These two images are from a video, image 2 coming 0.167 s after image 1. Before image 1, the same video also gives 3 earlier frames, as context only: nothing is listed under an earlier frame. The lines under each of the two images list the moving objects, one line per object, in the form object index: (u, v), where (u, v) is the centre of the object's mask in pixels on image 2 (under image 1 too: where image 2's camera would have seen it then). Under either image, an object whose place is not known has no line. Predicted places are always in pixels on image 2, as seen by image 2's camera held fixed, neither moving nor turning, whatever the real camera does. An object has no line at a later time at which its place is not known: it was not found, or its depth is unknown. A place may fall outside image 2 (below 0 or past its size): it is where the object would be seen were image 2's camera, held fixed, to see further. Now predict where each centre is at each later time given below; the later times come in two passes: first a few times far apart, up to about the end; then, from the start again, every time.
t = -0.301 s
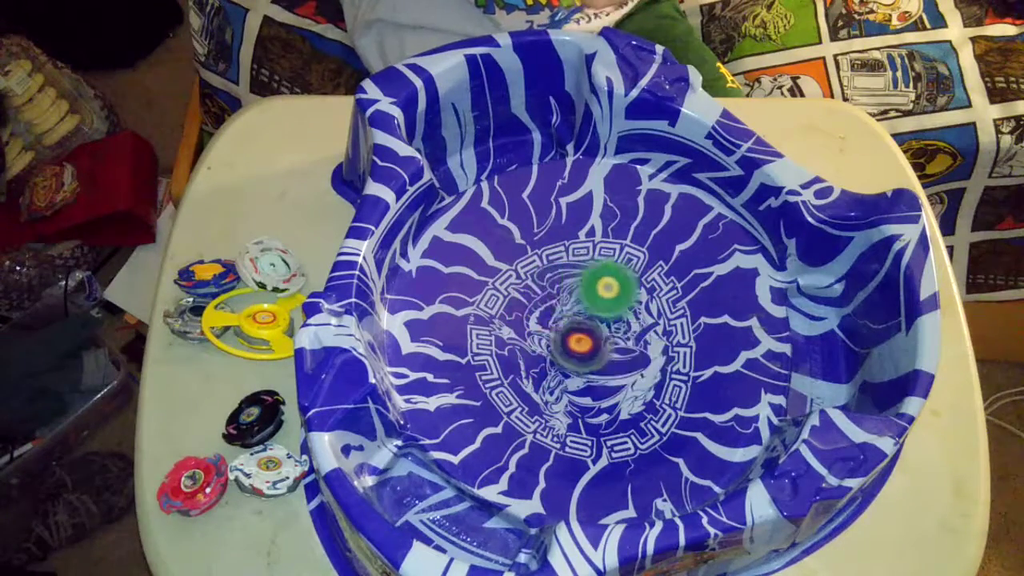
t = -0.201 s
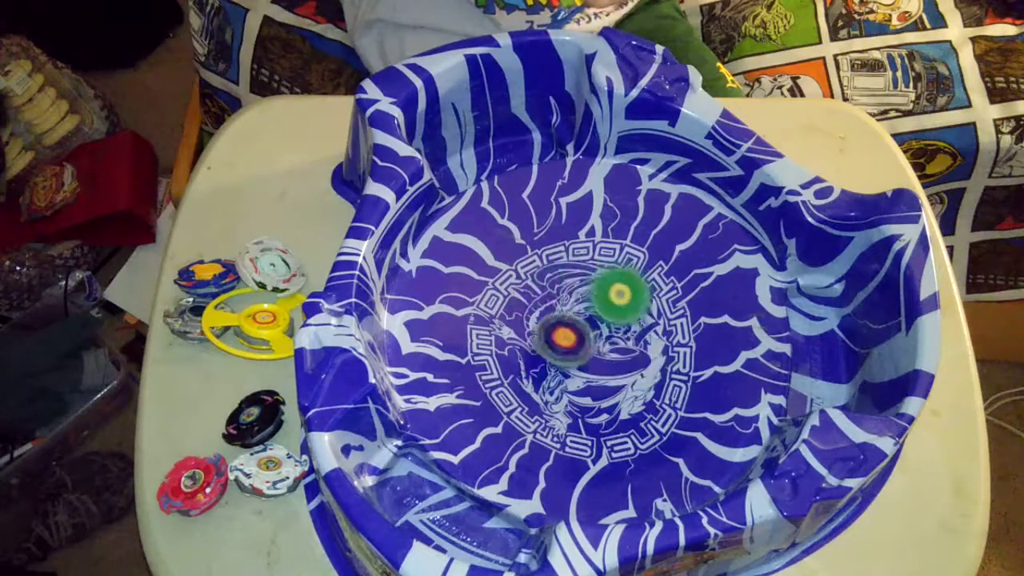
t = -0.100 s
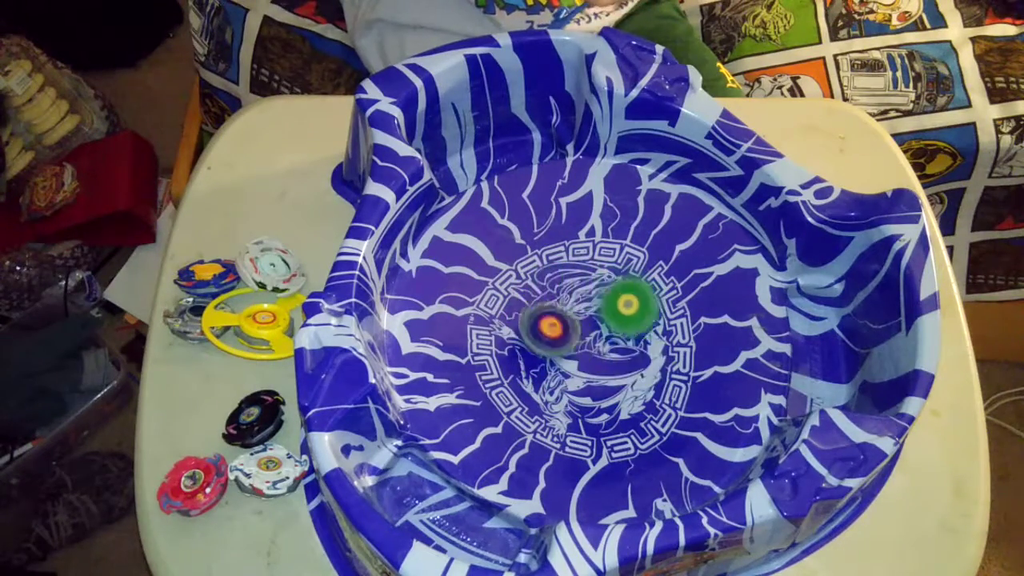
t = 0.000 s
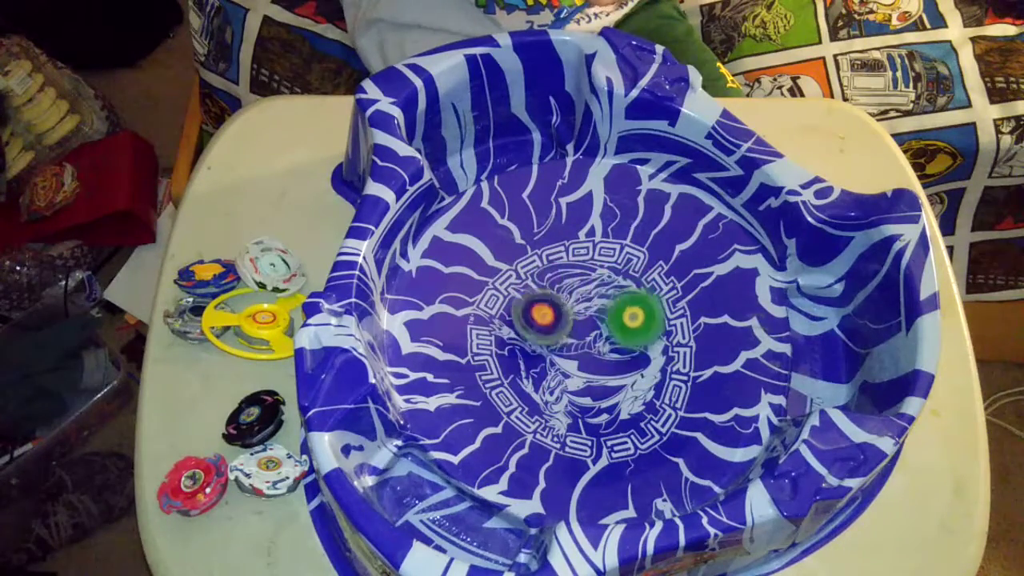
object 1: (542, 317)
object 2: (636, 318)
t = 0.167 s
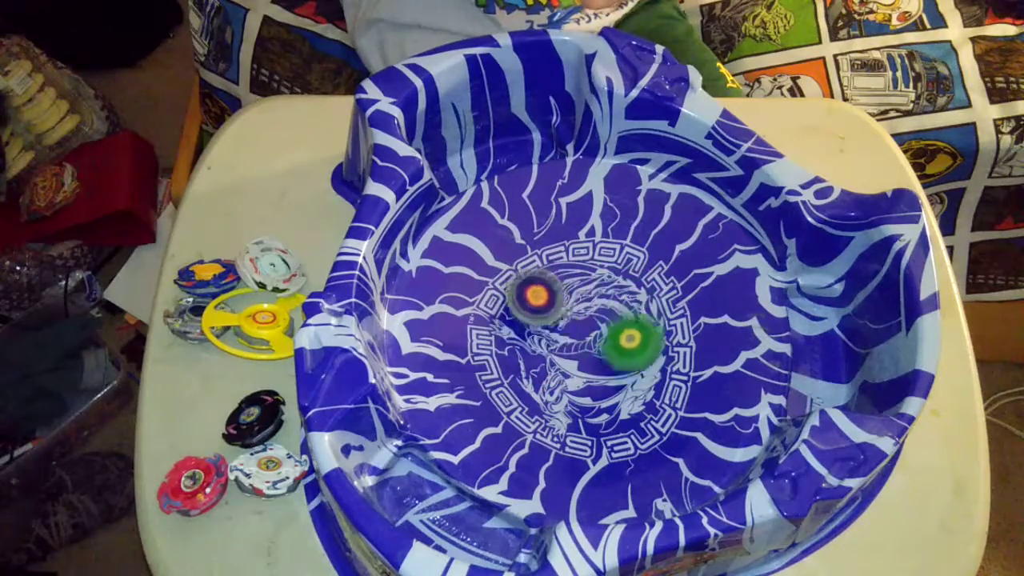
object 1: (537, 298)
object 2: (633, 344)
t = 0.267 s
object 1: (541, 296)
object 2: (623, 357)
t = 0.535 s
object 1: (578, 297)
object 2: (584, 370)
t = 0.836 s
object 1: (617, 326)
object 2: (541, 352)
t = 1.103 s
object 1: (621, 360)
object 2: (539, 319)
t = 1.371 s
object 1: (595, 379)
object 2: (564, 289)
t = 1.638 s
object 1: (562, 363)
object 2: (604, 292)
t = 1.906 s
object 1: (549, 330)
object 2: (624, 321)
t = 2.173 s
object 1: (566, 301)
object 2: (611, 355)
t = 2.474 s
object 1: (605, 293)
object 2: (571, 367)
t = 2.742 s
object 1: (631, 311)
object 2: (541, 348)
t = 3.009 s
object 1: (620, 341)
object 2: (543, 316)
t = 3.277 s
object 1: (587, 358)
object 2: (573, 297)
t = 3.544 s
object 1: (552, 356)
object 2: (607, 310)
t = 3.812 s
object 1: (533, 333)
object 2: (616, 342)
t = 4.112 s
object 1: (546, 308)
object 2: (589, 366)
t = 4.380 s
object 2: (556, 361)
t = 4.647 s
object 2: (537, 331)
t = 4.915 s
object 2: (554, 310)
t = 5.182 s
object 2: (518, 248)
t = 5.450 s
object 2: (536, 279)
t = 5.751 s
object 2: (542, 292)
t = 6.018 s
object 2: (538, 304)
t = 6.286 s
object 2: (545, 310)
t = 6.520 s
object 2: (551, 314)
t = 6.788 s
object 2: (553, 321)
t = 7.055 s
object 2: (554, 322)
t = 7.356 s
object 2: (561, 315)
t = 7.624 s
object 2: (563, 314)
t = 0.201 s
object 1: (537, 297)
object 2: (630, 348)
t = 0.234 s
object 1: (538, 296)
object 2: (626, 352)
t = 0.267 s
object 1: (541, 296)
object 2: (623, 357)
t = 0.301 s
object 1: (544, 296)
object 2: (618, 360)
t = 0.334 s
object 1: (548, 295)
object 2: (614, 362)
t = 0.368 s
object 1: (553, 294)
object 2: (610, 365)
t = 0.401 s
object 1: (557, 293)
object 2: (606, 367)
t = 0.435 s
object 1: (563, 293)
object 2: (600, 369)
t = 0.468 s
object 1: (567, 294)
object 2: (595, 370)
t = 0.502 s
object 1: (574, 296)
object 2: (590, 370)
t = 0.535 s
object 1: (578, 297)
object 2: (584, 370)
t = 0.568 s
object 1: (584, 300)
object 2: (579, 369)
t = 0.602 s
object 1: (588, 302)
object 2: (573, 369)
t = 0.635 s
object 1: (594, 304)
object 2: (568, 368)
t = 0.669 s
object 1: (598, 307)
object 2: (564, 366)
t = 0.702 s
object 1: (604, 311)
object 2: (559, 364)
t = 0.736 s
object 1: (607, 313)
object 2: (554, 361)
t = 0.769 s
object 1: (612, 318)
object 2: (549, 358)
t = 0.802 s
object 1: (614, 322)
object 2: (546, 356)
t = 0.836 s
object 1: (617, 326)
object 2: (541, 352)
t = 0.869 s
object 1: (618, 329)
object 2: (539, 348)
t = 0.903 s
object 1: (621, 334)
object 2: (537, 344)
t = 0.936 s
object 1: (622, 338)
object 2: (537, 340)
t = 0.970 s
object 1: (623, 342)
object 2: (536, 336)
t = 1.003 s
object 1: (624, 347)
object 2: (536, 332)
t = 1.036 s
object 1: (623, 351)
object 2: (538, 328)
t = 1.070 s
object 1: (623, 354)
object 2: (538, 324)
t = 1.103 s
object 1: (621, 360)
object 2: (539, 319)
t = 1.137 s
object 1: (620, 363)
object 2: (541, 315)
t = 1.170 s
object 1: (617, 367)
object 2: (544, 310)
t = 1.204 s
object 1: (615, 368)
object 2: (546, 306)
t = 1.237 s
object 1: (611, 373)
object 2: (549, 301)
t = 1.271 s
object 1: (608, 374)
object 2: (552, 298)
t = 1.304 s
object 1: (604, 377)
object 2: (556, 295)
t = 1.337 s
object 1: (600, 378)
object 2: (561, 291)
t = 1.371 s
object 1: (595, 379)
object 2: (564, 289)
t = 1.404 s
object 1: (592, 378)
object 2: (570, 288)
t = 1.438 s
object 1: (587, 378)
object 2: (573, 287)
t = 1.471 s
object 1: (582, 376)
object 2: (578, 287)
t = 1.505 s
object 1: (577, 374)
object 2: (584, 286)
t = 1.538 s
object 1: (573, 372)
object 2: (589, 287)
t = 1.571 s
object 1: (570, 369)
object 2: (594, 289)
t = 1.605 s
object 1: (566, 367)
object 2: (600, 289)
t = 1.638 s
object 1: (562, 363)
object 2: (604, 292)
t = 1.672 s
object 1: (560, 360)
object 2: (607, 294)
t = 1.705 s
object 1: (557, 357)
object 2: (611, 297)
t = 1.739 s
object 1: (555, 354)
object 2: (615, 300)
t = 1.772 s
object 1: (552, 349)
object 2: (618, 304)
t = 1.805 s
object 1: (551, 345)
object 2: (620, 306)
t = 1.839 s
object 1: (549, 340)
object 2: (622, 310)
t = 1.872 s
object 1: (549, 335)
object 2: (624, 317)
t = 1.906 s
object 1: (549, 330)
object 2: (624, 321)
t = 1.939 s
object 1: (550, 327)
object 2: (625, 326)
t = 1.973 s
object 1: (550, 323)
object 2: (624, 331)
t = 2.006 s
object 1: (553, 319)
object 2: (624, 335)
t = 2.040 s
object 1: (555, 314)
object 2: (622, 340)
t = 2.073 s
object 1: (558, 311)
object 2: (620, 344)
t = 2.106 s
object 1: (559, 309)
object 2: (618, 347)
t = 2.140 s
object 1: (563, 304)
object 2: (615, 351)
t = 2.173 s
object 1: (566, 301)
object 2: (611, 355)
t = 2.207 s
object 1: (570, 298)
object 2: (608, 359)
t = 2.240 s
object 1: (574, 296)
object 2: (603, 361)
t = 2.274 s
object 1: (579, 293)
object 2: (599, 363)
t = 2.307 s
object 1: (582, 293)
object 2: (594, 365)
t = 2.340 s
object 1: (587, 292)
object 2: (589, 366)
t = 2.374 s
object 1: (591, 292)
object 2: (585, 368)
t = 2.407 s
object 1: (597, 292)
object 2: (580, 368)
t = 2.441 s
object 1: (600, 292)
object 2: (575, 367)
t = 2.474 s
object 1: (605, 293)
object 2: (571, 367)
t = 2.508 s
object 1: (609, 294)
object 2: (566, 366)
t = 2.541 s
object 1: (614, 296)
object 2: (562, 365)
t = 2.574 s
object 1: (616, 297)
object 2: (558, 363)
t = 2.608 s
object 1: (621, 300)
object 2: (553, 360)
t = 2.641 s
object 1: (622, 301)
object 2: (550, 358)
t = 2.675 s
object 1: (625, 305)
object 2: (546, 355)
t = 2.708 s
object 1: (628, 309)
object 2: (544, 352)
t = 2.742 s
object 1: (631, 311)
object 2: (541, 348)
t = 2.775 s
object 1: (632, 316)
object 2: (539, 344)
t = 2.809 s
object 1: (632, 318)
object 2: (537, 340)
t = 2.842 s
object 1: (632, 323)
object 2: (537, 336)
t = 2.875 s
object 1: (632, 326)
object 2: (537, 333)
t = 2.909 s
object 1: (630, 331)
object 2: (538, 328)
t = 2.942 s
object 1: (628, 334)
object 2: (539, 324)
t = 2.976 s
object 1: (623, 338)
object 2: (540, 322)
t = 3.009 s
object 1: (620, 341)
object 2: (543, 316)
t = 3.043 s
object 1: (617, 344)
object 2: (544, 311)
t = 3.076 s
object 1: (614, 346)
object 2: (548, 308)
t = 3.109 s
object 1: (610, 349)
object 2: (551, 305)
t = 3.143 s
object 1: (606, 351)
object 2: (555, 302)
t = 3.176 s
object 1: (603, 352)
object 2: (559, 300)
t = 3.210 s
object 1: (596, 355)
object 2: (563, 299)
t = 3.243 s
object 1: (591, 356)
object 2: (568, 297)
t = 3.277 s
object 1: (587, 358)
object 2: (573, 297)
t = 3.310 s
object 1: (584, 358)
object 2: (578, 297)
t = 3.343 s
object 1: (577, 360)
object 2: (582, 297)
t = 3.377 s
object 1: (573, 360)
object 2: (586, 298)
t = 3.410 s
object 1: (568, 361)
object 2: (592, 300)
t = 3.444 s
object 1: (564, 360)
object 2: (596, 303)
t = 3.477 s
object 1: (559, 359)
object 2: (600, 305)
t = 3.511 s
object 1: (556, 357)
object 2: (603, 307)
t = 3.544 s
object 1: (552, 356)
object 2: (607, 310)
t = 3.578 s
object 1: (549, 353)
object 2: (611, 314)
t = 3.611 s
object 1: (545, 351)
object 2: (613, 318)
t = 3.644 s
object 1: (542, 348)
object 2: (615, 321)
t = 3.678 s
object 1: (539, 345)
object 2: (616, 326)
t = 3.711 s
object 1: (536, 341)
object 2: (617, 330)
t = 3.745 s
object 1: (534, 338)
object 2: (617, 334)
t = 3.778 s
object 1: (533, 335)
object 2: (617, 338)
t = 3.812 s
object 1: (533, 333)
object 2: (616, 342)
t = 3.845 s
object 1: (532, 329)
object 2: (615, 346)
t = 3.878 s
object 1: (533, 326)
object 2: (613, 350)
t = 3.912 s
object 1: (534, 324)
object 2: (610, 353)
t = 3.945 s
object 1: (535, 321)
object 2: (607, 357)
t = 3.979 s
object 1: (537, 318)
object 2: (604, 360)
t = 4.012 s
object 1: (538, 313)
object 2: (601, 361)
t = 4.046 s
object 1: (541, 311)
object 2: (597, 363)
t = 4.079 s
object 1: (544, 309)
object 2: (593, 366)
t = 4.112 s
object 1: (546, 308)
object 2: (589, 366)
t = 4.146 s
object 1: (550, 306)
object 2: (585, 366)
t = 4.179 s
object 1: (554, 305)
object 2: (580, 366)
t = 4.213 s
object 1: (559, 304)
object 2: (575, 366)
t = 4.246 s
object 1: (563, 303)
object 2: (572, 366)
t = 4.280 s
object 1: (567, 302)
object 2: (568, 365)
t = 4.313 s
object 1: (572, 298)
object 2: (564, 364)
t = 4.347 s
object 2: (560, 363)
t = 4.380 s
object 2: (556, 361)
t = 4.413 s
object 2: (553, 357)
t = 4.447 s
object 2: (552, 354)
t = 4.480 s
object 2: (550, 349)
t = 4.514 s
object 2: (549, 345)
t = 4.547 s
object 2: (547, 339)
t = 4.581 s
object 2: (544, 336)
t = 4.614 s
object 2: (539, 333)
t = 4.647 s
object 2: (537, 331)
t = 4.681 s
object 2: (537, 328)
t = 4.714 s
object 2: (538, 325)
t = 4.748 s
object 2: (540, 323)
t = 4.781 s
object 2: (542, 321)
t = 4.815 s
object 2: (544, 318)
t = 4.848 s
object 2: (548, 312)
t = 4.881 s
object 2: (550, 312)
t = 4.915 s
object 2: (554, 310)
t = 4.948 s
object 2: (558, 308)
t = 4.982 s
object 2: (562, 308)
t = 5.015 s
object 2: (553, 295)
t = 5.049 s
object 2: (536, 276)
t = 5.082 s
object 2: (525, 260)
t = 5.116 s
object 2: (519, 252)
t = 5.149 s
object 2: (517, 248)
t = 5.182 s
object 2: (518, 248)
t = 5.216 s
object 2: (518, 248)
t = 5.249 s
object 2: (518, 250)
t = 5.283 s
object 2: (520, 253)
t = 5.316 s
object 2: (523, 257)
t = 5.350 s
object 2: (526, 261)
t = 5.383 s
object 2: (530, 267)
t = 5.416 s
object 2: (533, 273)
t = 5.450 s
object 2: (536, 279)
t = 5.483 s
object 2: (538, 285)
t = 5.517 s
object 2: (540, 292)
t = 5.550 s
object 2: (543, 296)
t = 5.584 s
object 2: (544, 300)
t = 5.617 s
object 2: (545, 302)
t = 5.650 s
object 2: (544, 297)
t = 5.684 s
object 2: (543, 293)
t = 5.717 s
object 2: (542, 292)
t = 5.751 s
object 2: (542, 292)
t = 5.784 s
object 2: (542, 293)
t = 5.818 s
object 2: (542, 294)
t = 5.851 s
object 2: (540, 295)
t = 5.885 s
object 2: (540, 296)
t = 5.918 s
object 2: (539, 297)
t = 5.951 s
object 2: (539, 298)
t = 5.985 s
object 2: (538, 302)
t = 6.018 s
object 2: (538, 304)
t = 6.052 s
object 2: (538, 305)
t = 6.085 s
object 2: (538, 305)
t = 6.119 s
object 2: (539, 306)
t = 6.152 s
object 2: (540, 307)
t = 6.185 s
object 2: (540, 308)
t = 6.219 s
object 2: (542, 309)
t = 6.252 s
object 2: (543, 309)
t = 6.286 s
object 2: (545, 310)
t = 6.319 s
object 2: (544, 309)
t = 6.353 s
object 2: (545, 309)
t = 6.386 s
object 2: (546, 309)
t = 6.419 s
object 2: (547, 309)
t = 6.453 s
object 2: (549, 311)
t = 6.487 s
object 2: (551, 313)
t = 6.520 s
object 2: (551, 314)
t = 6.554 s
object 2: (552, 315)
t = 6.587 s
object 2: (553, 316)
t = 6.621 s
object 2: (553, 317)
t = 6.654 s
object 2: (553, 319)
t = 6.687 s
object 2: (553, 320)
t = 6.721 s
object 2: (553, 321)
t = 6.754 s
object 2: (553, 321)
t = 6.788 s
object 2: (553, 321)
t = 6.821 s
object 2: (553, 322)
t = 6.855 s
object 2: (554, 322)
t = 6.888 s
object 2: (553, 322)
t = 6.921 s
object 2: (553, 322)
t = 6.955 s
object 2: (554, 322)
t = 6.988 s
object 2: (554, 322)
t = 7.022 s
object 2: (554, 322)
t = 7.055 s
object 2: (554, 322)
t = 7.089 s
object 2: (554, 322)
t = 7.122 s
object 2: (556, 322)
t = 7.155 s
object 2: (557, 320)
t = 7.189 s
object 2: (557, 317)
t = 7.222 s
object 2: (559, 315)
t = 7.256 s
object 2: (560, 316)
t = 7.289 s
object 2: (560, 316)
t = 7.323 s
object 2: (561, 316)
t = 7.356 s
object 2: (561, 315)
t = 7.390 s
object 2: (562, 315)
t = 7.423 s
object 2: (564, 315)
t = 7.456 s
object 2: (564, 316)
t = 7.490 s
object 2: (564, 316)
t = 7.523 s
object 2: (564, 315)
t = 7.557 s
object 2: (565, 314)
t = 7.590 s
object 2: (564, 314)
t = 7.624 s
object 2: (563, 314)
